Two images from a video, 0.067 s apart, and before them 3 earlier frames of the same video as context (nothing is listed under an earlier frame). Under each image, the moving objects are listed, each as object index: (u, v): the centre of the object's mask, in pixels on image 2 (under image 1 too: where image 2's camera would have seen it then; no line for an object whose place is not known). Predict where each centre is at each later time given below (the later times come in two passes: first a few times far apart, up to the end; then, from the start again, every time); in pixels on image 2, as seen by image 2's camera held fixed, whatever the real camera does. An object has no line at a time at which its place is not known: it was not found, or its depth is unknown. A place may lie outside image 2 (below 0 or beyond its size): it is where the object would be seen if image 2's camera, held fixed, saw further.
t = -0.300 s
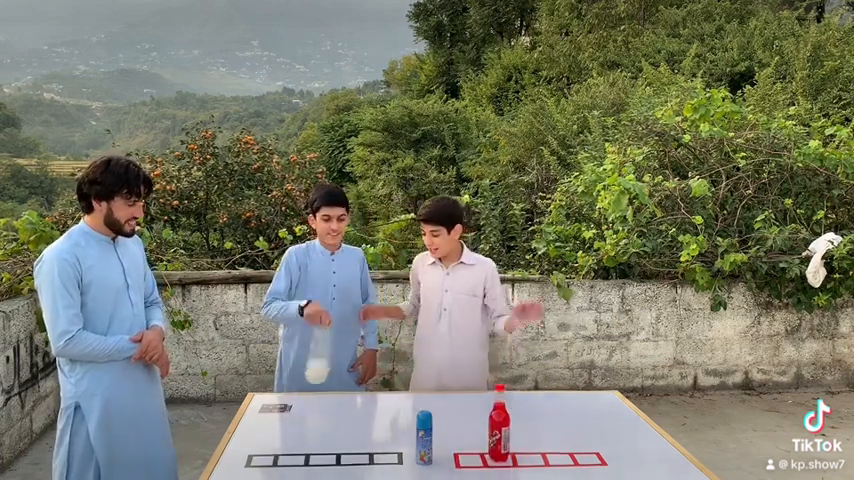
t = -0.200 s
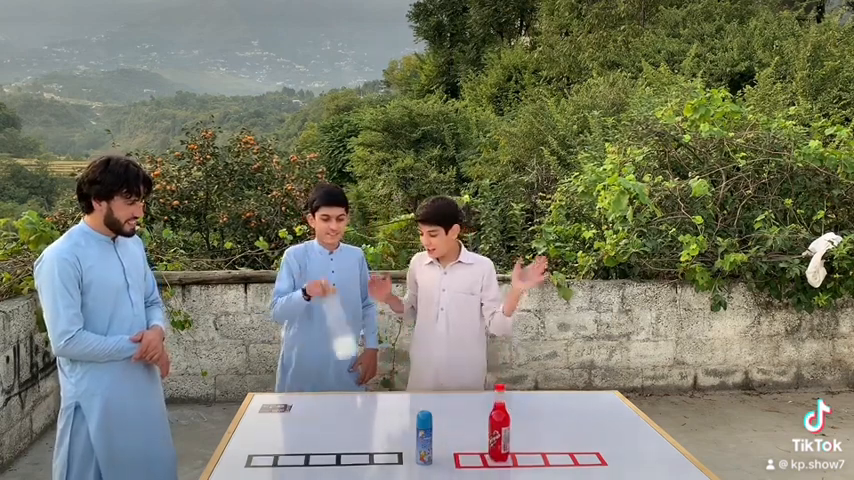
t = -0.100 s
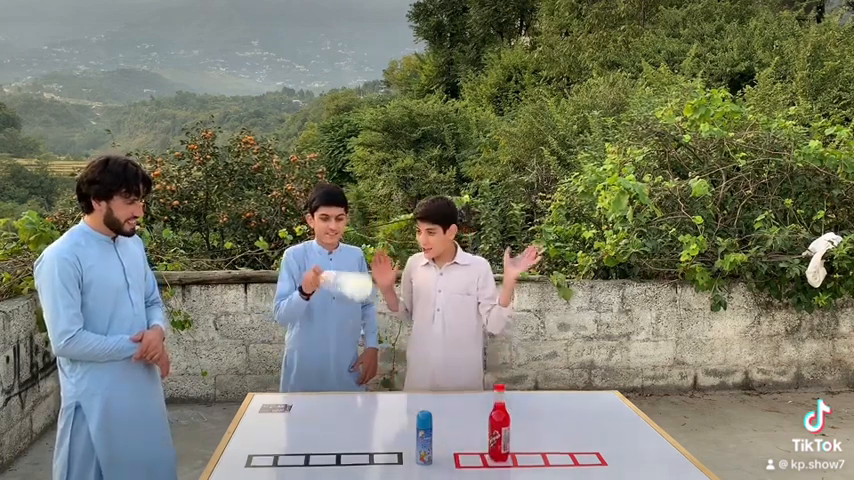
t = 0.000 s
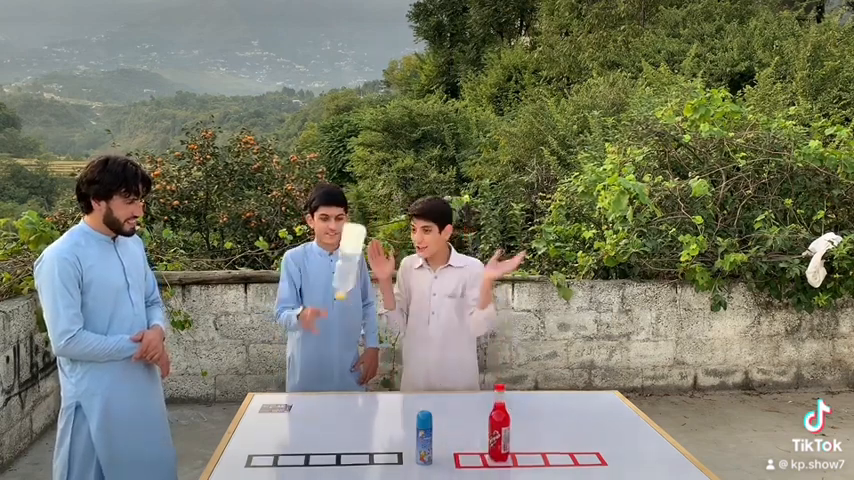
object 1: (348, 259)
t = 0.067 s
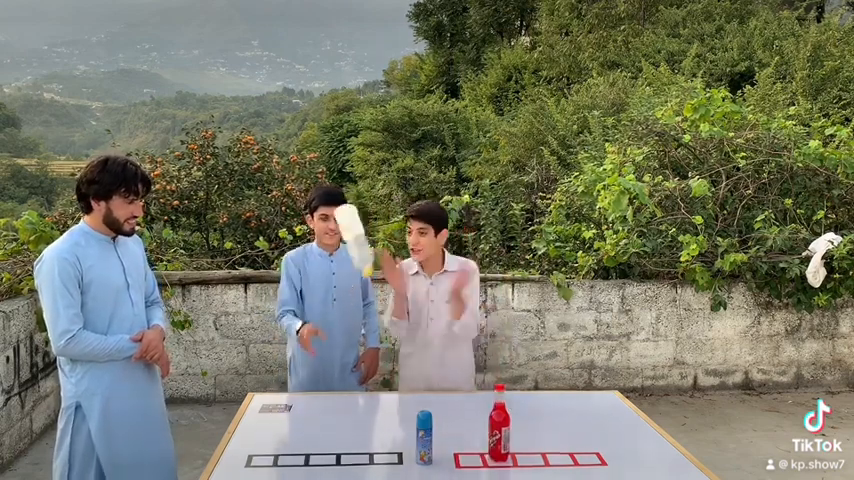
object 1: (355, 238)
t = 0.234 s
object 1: (347, 224)
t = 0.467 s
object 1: (328, 370)
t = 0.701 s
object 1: (317, 419)
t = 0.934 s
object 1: (313, 420)
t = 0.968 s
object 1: (314, 420)
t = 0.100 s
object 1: (356, 228)
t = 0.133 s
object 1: (356, 221)
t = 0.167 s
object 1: (353, 218)
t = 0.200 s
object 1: (350, 219)
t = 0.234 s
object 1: (347, 224)
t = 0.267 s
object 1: (345, 234)
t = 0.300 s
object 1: (342, 247)
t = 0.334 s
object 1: (339, 265)
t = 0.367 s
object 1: (336, 286)
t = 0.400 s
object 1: (333, 311)
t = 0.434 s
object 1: (331, 340)
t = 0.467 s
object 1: (328, 370)
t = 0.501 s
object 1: (324, 399)
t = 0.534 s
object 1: (321, 399)
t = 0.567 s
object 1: (320, 402)
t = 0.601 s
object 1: (320, 406)
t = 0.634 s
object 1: (319, 411)
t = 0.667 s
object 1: (318, 417)
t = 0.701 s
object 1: (317, 419)
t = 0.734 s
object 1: (316, 419)
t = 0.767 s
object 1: (316, 420)
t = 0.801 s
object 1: (314, 420)
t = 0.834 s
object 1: (313, 420)
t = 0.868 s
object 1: (313, 420)
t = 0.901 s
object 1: (313, 420)
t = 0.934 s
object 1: (313, 420)
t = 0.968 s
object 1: (314, 420)
